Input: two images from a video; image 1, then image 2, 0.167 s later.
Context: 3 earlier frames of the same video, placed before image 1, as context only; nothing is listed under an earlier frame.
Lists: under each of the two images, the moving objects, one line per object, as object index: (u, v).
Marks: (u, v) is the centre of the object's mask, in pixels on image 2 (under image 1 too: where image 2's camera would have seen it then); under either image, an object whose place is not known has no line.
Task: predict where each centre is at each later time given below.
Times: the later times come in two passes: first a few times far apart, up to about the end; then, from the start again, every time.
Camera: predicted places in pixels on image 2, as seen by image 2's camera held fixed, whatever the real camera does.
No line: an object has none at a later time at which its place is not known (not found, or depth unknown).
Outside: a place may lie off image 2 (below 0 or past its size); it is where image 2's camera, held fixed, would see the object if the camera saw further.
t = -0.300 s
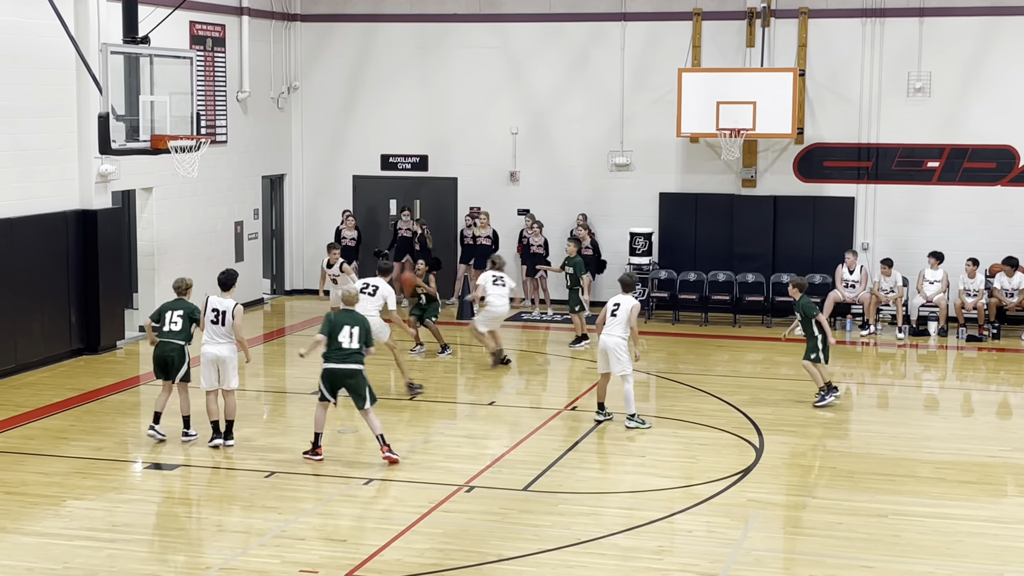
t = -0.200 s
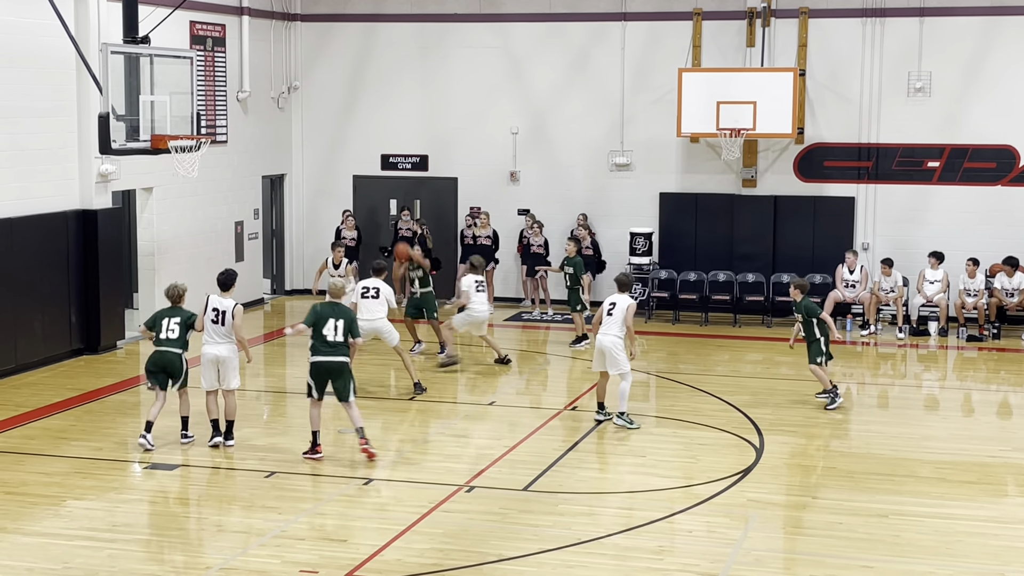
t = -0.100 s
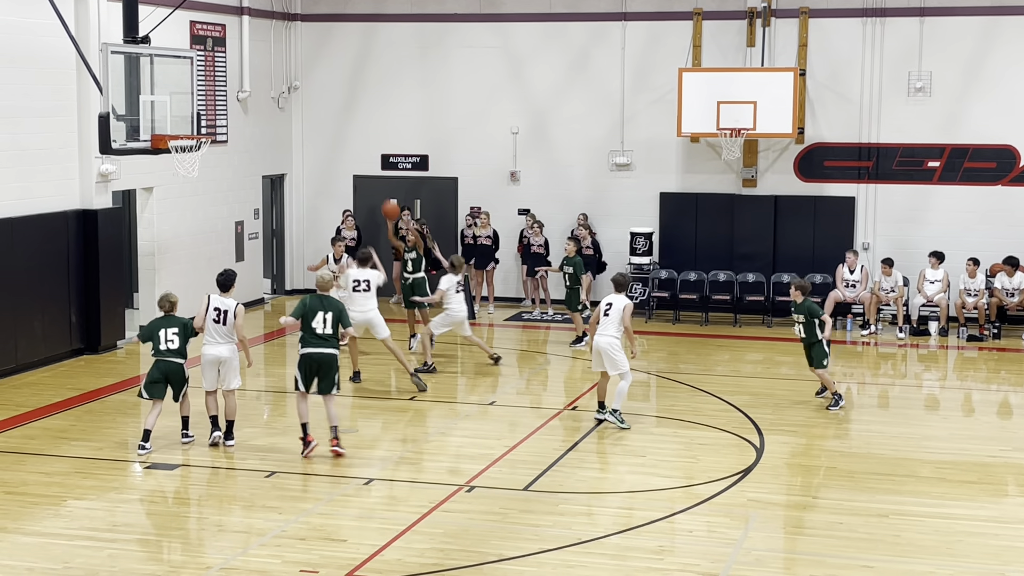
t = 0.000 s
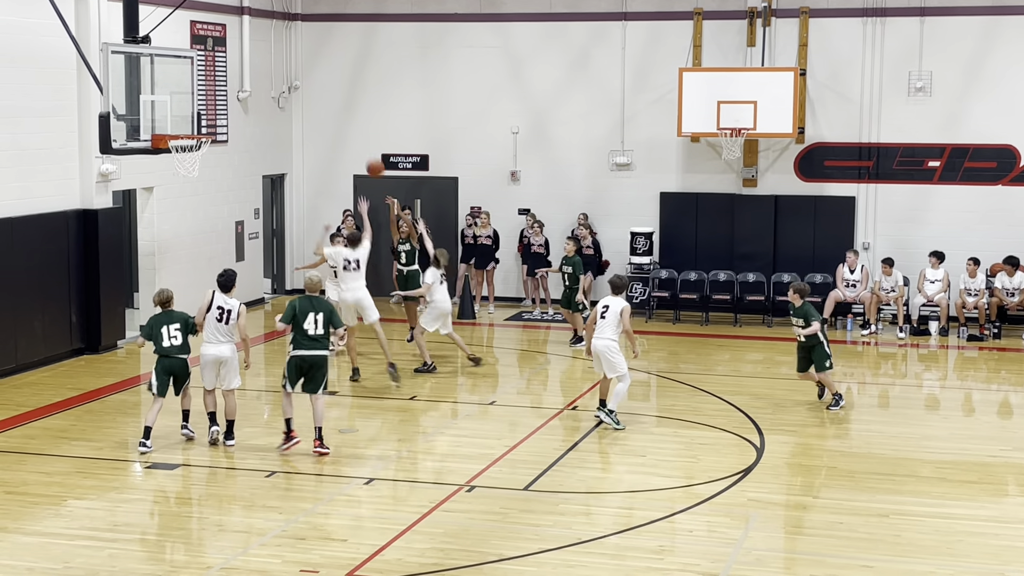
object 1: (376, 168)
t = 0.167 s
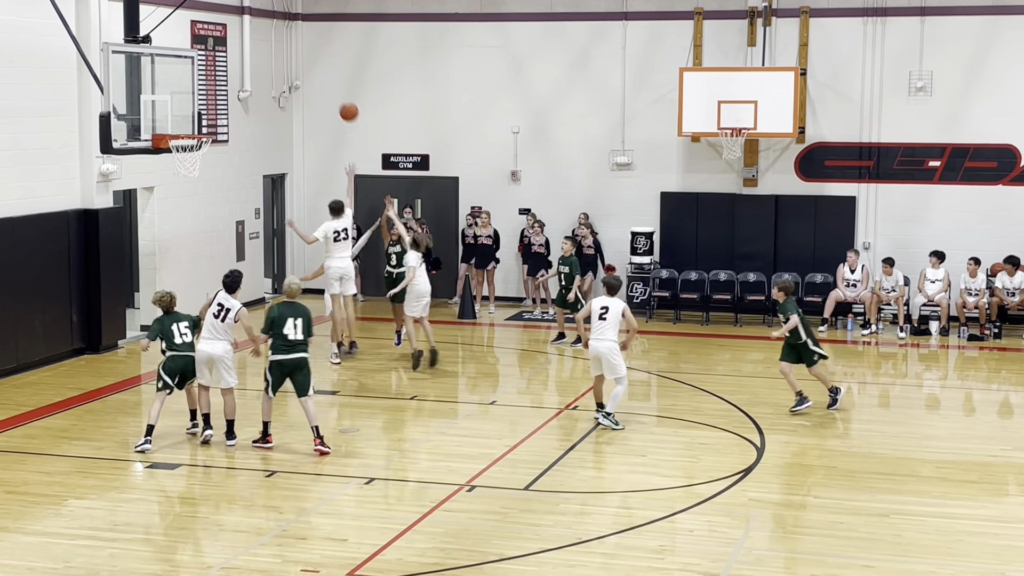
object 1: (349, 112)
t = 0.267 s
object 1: (332, 87)
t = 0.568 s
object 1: (279, 57)
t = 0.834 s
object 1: (228, 97)
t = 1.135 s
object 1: (177, 112)
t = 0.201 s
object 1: (343, 103)
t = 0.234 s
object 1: (338, 94)
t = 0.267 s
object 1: (332, 87)
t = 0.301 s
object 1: (326, 80)
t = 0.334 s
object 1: (321, 74)
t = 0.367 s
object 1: (315, 69)
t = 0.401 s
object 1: (309, 65)
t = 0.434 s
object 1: (303, 61)
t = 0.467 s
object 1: (297, 59)
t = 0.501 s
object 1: (291, 58)
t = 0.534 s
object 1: (285, 57)
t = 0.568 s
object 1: (279, 57)
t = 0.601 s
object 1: (273, 59)
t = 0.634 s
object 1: (267, 61)
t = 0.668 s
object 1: (260, 65)
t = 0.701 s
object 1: (254, 69)
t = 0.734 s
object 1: (248, 75)
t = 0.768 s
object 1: (241, 81)
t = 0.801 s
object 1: (235, 88)
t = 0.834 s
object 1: (228, 97)
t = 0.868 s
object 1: (222, 106)
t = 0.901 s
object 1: (215, 117)
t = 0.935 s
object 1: (208, 126)
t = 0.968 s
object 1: (204, 122)
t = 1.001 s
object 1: (198, 118)
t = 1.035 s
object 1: (193, 115)
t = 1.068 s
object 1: (188, 112)
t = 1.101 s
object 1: (182, 112)
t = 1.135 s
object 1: (177, 112)
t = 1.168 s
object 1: (171, 113)
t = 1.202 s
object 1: (166, 115)
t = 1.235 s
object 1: (161, 119)
